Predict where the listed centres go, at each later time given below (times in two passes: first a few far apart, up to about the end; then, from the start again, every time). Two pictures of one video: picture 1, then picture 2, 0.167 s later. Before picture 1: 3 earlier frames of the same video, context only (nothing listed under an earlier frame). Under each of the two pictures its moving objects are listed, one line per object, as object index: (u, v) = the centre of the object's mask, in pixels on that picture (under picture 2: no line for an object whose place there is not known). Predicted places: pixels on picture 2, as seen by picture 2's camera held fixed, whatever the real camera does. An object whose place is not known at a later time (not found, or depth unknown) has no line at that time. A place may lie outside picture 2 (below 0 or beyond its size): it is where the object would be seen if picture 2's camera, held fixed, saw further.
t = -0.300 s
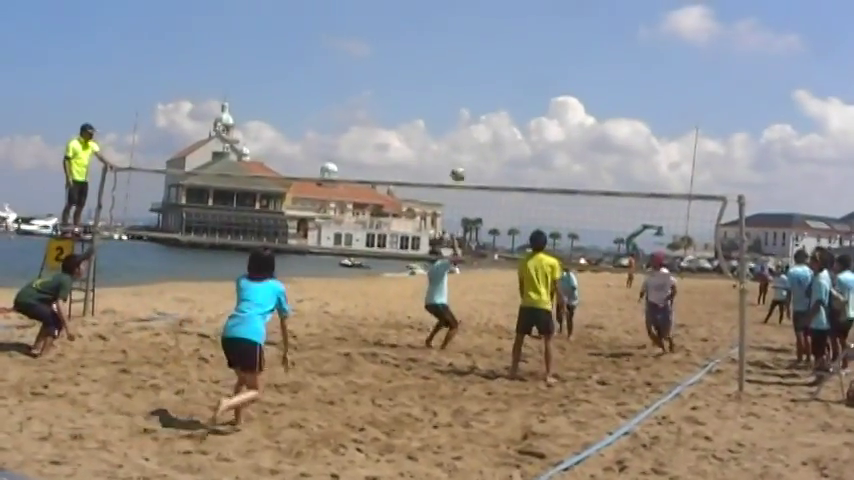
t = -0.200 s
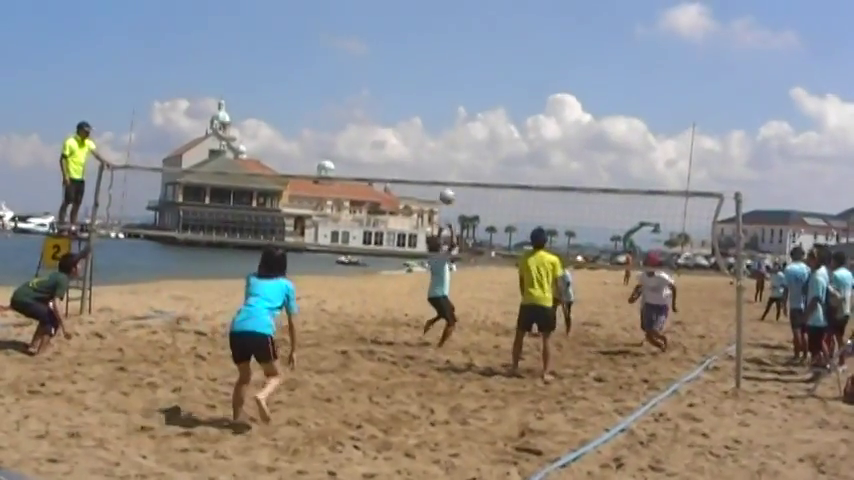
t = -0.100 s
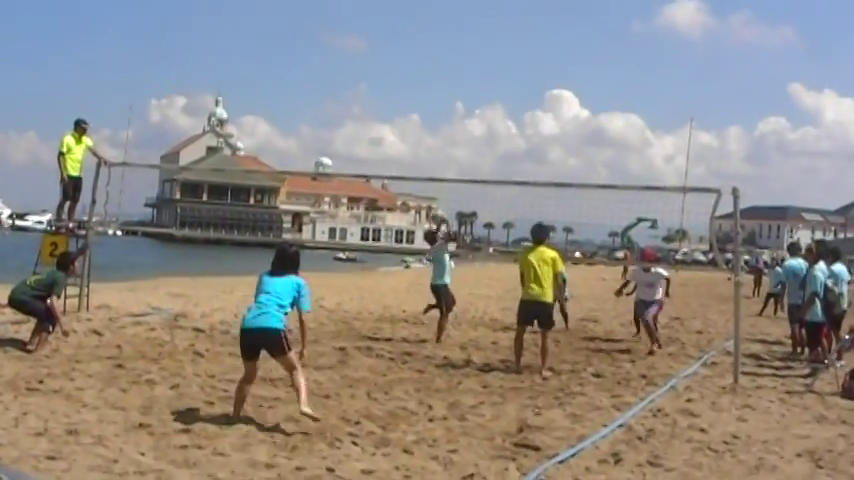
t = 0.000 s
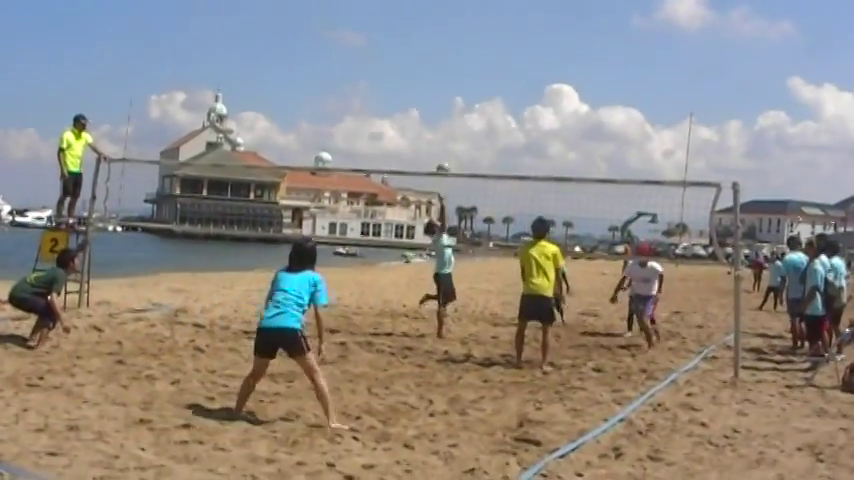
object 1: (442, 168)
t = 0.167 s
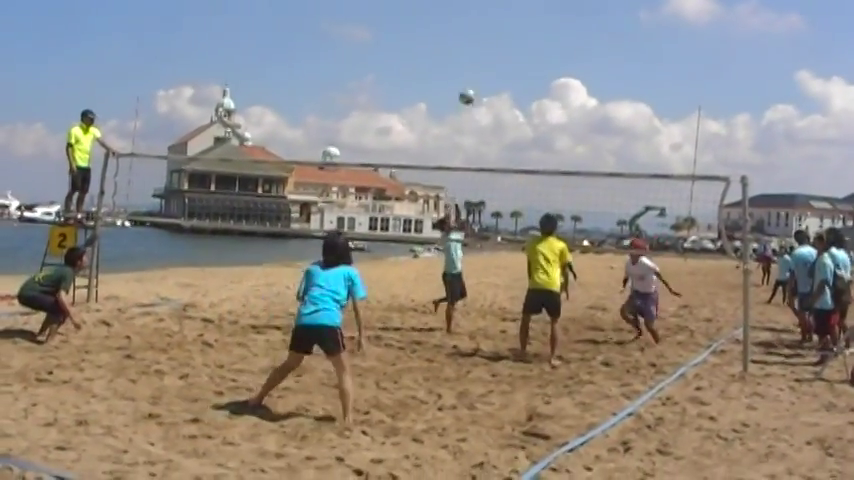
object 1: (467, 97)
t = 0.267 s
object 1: (476, 67)
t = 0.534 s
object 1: (499, 22)
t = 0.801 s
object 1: (524, 27)
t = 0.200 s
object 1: (470, 86)
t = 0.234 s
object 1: (473, 76)
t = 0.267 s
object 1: (476, 67)
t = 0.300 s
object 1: (478, 58)
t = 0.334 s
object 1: (481, 51)
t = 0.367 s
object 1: (484, 44)
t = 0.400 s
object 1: (487, 38)
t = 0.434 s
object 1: (490, 33)
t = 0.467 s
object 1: (493, 29)
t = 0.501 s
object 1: (496, 25)
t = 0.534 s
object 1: (499, 22)
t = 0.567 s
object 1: (503, 20)
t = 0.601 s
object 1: (506, 18)
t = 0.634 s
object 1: (509, 18)
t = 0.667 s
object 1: (512, 18)
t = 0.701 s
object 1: (515, 19)
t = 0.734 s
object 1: (518, 20)
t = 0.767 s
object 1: (521, 23)
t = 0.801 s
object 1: (524, 27)
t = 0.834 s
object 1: (527, 31)
